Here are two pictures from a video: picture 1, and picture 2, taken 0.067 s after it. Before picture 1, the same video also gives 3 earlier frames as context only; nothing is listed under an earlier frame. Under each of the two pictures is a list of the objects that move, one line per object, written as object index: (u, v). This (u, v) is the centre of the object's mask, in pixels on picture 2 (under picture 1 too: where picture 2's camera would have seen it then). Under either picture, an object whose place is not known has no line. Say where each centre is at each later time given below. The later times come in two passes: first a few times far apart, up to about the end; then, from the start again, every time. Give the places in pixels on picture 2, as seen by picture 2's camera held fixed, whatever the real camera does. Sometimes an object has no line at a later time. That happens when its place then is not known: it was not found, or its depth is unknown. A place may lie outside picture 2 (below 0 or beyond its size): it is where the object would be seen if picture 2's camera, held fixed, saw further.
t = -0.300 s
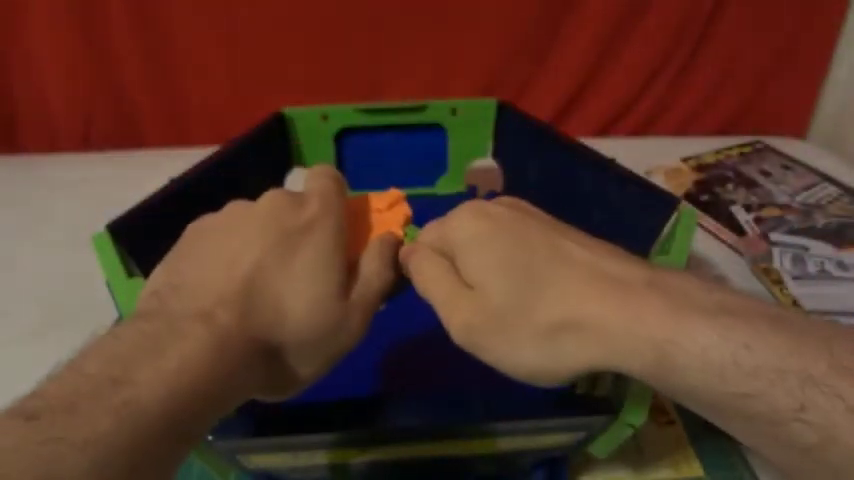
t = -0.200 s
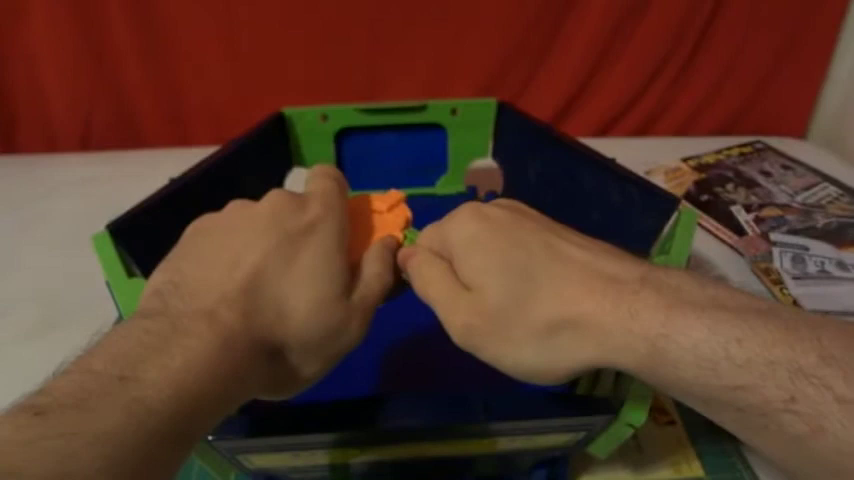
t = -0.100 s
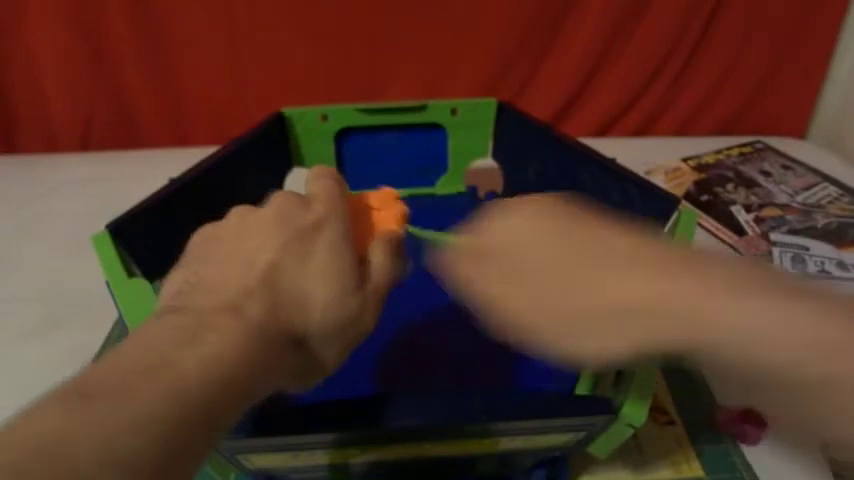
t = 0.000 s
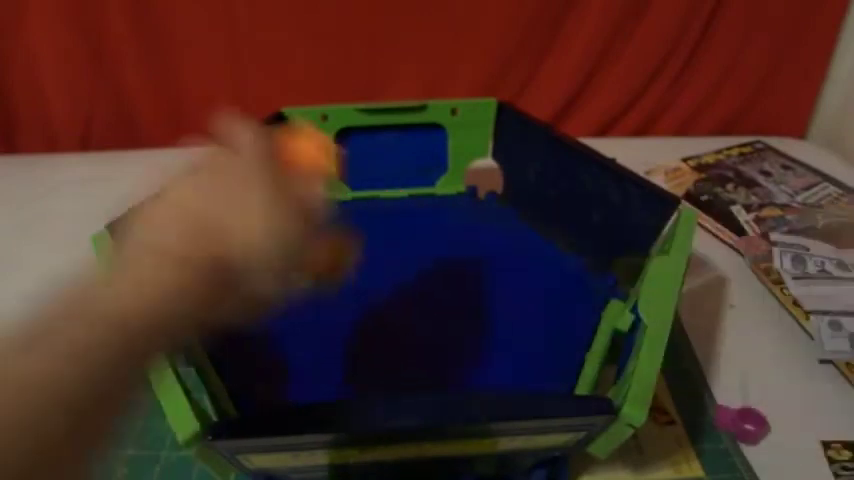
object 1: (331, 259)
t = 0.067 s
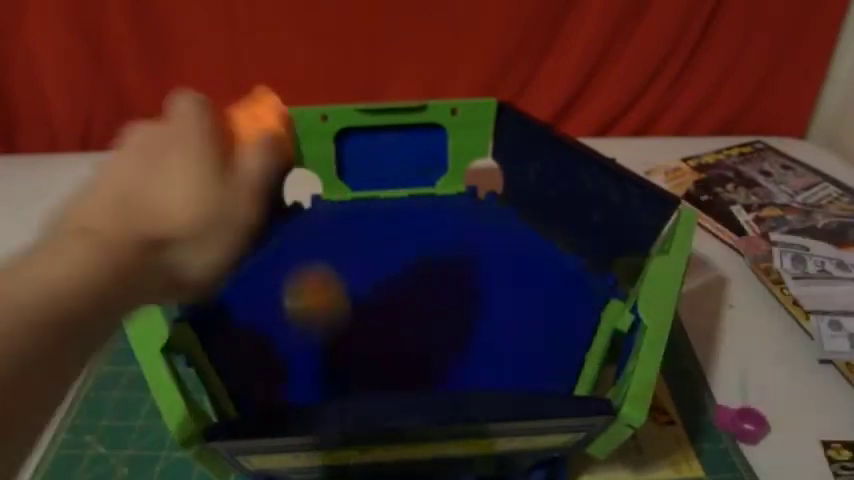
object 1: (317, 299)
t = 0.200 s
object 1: (298, 244)
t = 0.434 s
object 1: (316, 230)
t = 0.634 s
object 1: (351, 240)
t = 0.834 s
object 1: (366, 253)
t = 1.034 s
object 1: (369, 260)
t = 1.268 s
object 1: (373, 265)
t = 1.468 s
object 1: (380, 271)
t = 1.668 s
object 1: (385, 279)
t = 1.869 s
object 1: (386, 287)
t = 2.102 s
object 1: (382, 295)
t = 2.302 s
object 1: (378, 299)
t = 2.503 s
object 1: (374, 300)
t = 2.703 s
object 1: (372, 301)
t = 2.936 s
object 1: (371, 299)
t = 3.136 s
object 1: (375, 296)
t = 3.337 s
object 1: (383, 294)
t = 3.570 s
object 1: (392, 296)
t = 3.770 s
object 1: (398, 299)
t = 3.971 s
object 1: (400, 304)
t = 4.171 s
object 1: (399, 309)
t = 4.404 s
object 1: (396, 312)
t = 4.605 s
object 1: (390, 312)
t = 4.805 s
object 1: (386, 309)
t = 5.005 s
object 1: (387, 306)
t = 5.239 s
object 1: (393, 302)
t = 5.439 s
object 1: (399, 301)
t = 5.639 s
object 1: (404, 302)
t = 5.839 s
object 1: (407, 305)
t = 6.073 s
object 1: (407, 308)
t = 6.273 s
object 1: (405, 310)
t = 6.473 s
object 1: (401, 310)
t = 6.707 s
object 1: (397, 308)
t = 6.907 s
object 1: (394, 305)
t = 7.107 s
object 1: (397, 302)
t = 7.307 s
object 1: (399, 300)
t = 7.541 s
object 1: (404, 300)
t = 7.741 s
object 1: (407, 302)
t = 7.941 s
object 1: (408, 304)
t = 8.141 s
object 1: (407, 307)
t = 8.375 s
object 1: (402, 309)
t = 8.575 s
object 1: (398, 308)
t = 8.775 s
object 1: (396, 307)
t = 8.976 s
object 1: (396, 304)
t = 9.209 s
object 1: (397, 302)
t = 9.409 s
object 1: (400, 301)
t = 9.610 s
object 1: (404, 301)
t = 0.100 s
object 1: (308, 268)
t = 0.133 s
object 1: (302, 248)
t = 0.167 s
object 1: (299, 241)
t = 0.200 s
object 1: (298, 244)
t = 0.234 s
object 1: (299, 255)
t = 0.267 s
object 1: (299, 244)
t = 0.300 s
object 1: (301, 235)
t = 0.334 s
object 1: (304, 236)
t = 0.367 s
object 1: (307, 235)
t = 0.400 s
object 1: (311, 230)
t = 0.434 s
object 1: (316, 230)
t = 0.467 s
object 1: (322, 230)
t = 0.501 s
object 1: (330, 231)
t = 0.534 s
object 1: (336, 233)
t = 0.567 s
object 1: (342, 234)
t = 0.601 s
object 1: (347, 237)
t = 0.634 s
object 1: (351, 240)
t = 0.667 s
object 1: (355, 243)
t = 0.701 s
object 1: (359, 245)
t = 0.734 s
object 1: (362, 248)
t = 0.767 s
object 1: (364, 250)
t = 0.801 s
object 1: (365, 251)
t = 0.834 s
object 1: (366, 253)
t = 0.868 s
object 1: (367, 254)
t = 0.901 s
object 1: (368, 256)
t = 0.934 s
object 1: (368, 257)
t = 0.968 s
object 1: (368, 258)
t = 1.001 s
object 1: (368, 259)
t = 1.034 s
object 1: (369, 260)
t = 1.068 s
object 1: (369, 261)
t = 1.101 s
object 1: (369, 262)
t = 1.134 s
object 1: (370, 262)
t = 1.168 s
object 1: (371, 263)
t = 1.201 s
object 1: (371, 264)
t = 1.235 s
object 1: (372, 264)
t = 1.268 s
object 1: (373, 265)
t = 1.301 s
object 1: (374, 266)
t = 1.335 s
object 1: (375, 266)
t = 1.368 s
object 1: (376, 267)
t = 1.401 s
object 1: (378, 269)
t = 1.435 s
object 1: (379, 270)
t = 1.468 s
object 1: (380, 271)
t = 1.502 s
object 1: (381, 272)
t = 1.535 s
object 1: (382, 273)
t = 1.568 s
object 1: (383, 274)
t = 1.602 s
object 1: (384, 276)
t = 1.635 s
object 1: (384, 277)
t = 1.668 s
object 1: (385, 279)
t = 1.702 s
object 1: (385, 280)
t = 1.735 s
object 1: (386, 282)
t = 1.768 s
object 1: (386, 283)
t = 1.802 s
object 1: (386, 285)
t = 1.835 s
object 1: (386, 286)
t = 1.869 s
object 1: (386, 287)
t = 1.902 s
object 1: (385, 288)
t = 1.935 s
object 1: (385, 290)
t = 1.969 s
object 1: (385, 291)
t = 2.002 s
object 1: (384, 292)
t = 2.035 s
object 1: (384, 293)
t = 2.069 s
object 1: (383, 294)
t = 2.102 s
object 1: (382, 295)
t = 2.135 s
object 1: (382, 296)
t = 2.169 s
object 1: (380, 297)
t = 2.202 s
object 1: (380, 297)
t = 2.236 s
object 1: (379, 298)
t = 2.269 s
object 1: (379, 298)
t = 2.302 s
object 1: (378, 299)
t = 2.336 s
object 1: (377, 299)
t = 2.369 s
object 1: (376, 299)
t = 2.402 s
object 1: (376, 300)
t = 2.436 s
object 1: (375, 300)
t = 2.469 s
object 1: (375, 300)
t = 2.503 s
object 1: (374, 300)
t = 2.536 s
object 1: (373, 301)
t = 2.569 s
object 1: (373, 301)
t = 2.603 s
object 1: (373, 301)
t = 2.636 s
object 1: (373, 301)
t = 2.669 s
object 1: (372, 301)
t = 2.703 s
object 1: (372, 301)
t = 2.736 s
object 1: (371, 301)
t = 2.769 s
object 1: (371, 301)
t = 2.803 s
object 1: (371, 300)
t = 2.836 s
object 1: (371, 300)
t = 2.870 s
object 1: (371, 300)
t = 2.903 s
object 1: (371, 299)
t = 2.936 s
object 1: (371, 299)
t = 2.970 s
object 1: (371, 298)
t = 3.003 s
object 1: (372, 298)
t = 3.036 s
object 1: (372, 297)
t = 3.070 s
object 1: (373, 297)
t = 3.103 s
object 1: (374, 296)
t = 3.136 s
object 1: (375, 296)
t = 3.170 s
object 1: (376, 295)
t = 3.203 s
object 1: (377, 295)
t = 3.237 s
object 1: (379, 294)
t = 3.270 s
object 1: (380, 294)
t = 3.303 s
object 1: (381, 294)
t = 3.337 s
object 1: (383, 294)
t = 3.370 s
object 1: (384, 294)
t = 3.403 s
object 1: (385, 294)
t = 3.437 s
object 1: (387, 294)
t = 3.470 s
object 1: (388, 294)
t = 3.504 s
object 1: (389, 295)
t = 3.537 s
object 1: (391, 295)
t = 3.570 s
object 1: (392, 296)
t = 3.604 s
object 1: (393, 296)
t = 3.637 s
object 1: (395, 297)
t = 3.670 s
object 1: (395, 298)
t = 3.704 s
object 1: (397, 298)
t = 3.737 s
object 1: (397, 299)
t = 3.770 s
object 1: (398, 299)
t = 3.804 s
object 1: (399, 300)
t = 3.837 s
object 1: (399, 301)
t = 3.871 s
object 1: (400, 302)
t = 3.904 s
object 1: (400, 303)
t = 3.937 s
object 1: (400, 304)
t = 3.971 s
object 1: (400, 304)
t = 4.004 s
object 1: (400, 305)
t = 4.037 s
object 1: (400, 306)
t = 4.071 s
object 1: (400, 307)
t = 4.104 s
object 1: (400, 307)
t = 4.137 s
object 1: (400, 308)
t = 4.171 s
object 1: (399, 309)
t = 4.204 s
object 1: (399, 309)
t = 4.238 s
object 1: (399, 310)
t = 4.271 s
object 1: (398, 310)
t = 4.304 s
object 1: (398, 311)
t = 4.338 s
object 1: (397, 311)
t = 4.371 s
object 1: (396, 312)
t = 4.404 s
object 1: (396, 312)
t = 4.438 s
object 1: (395, 312)
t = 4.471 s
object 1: (394, 312)
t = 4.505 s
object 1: (393, 312)
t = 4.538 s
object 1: (392, 313)
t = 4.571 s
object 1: (391, 312)
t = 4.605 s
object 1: (390, 312)
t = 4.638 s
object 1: (389, 312)
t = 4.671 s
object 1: (388, 312)
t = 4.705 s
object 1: (388, 311)
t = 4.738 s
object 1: (387, 311)
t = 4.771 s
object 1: (387, 310)
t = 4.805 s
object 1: (386, 309)
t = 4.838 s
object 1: (386, 309)
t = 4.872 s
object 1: (386, 308)
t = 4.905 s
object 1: (387, 307)
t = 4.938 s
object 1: (387, 307)
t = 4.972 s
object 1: (387, 306)
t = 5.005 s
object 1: (387, 306)
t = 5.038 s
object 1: (388, 305)
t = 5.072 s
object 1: (389, 304)
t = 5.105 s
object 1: (389, 304)
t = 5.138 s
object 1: (390, 303)
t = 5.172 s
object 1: (391, 303)
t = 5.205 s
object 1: (392, 302)
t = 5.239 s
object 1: (393, 302)
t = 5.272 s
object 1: (394, 302)
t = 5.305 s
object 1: (395, 301)
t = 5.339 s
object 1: (396, 301)
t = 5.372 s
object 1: (397, 301)
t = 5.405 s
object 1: (398, 301)
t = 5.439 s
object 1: (399, 301)
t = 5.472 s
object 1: (400, 301)
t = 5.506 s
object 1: (401, 301)
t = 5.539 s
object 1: (402, 302)
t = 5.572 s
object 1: (403, 302)
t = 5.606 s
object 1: (403, 302)
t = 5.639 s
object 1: (404, 302)
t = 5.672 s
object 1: (405, 303)
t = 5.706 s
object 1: (405, 303)
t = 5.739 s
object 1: (406, 304)
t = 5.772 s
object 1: (406, 304)
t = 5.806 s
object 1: (407, 304)
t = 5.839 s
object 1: (407, 305)
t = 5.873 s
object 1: (407, 306)
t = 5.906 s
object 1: (407, 306)
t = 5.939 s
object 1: (407, 306)
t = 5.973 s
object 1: (407, 307)
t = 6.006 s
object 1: (407, 307)
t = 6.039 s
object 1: (407, 308)
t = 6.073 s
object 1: (407, 308)
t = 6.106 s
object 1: (407, 308)
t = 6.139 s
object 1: (407, 309)
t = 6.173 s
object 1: (406, 309)
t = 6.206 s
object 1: (406, 310)
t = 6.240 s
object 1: (406, 310)
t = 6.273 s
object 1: (405, 310)
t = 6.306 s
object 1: (404, 310)
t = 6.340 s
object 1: (404, 310)
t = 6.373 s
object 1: (403, 310)
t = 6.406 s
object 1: (402, 310)
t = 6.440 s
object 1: (402, 310)
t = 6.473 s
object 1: (401, 310)
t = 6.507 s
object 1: (400, 310)
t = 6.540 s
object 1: (400, 310)
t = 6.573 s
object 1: (399, 310)
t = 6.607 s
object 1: (398, 309)
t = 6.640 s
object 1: (398, 309)
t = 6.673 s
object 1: (397, 308)
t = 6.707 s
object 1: (397, 308)
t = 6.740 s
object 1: (396, 308)
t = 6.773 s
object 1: (396, 307)
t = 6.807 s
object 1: (395, 307)
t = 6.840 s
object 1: (394, 306)
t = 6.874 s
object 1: (394, 305)
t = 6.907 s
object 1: (394, 305)
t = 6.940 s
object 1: (395, 304)
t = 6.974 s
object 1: (395, 303)
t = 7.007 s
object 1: (395, 303)
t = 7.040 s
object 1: (396, 303)
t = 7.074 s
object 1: (397, 302)
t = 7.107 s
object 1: (397, 302)
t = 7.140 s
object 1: (397, 301)
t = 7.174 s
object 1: (398, 301)
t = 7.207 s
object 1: (398, 301)
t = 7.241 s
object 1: (398, 301)
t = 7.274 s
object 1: (399, 300)
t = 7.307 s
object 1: (399, 300)
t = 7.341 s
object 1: (400, 300)
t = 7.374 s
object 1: (401, 300)
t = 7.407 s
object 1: (401, 300)
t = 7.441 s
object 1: (402, 300)
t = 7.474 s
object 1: (403, 300)
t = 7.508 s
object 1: (403, 300)
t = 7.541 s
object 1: (404, 300)
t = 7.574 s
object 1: (404, 300)
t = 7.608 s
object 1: (405, 300)
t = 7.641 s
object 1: (406, 301)
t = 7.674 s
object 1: (406, 301)
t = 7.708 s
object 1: (406, 301)
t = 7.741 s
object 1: (407, 302)
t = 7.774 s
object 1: (407, 302)
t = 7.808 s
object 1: (408, 302)
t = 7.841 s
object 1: (408, 303)
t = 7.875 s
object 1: (408, 303)
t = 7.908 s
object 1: (408, 303)
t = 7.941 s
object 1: (408, 304)
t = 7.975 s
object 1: (408, 304)
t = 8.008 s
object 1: (408, 305)
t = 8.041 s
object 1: (408, 306)
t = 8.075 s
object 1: (408, 306)
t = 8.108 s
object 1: (407, 307)
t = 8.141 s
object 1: (407, 307)
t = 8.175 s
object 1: (406, 308)
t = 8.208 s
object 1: (406, 308)
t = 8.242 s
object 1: (405, 308)
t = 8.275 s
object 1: (405, 308)
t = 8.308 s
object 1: (404, 309)
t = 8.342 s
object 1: (403, 309)
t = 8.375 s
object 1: (402, 309)
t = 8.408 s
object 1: (402, 309)
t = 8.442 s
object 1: (401, 309)
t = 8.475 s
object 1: (400, 309)
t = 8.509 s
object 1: (399, 309)
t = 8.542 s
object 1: (399, 308)
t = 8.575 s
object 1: (398, 308)
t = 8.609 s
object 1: (398, 308)
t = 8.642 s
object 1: (397, 308)
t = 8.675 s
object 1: (397, 307)
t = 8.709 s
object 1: (397, 307)
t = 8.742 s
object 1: (397, 307)
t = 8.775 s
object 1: (396, 307)
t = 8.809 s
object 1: (396, 306)
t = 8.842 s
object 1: (396, 306)
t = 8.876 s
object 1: (396, 305)
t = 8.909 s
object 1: (396, 305)
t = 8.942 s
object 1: (396, 305)
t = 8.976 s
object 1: (396, 304)
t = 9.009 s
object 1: (396, 304)
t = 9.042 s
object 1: (396, 304)
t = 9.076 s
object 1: (396, 303)
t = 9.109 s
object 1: (396, 303)
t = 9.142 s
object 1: (396, 302)
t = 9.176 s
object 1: (397, 302)
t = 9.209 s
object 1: (397, 302)
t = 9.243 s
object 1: (398, 302)
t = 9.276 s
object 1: (398, 301)
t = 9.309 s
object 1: (398, 301)
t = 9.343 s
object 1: (399, 301)
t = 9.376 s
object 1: (399, 301)
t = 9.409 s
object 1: (400, 301)
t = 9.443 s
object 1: (401, 301)
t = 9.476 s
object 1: (401, 301)
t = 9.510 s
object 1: (402, 301)
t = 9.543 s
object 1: (403, 301)
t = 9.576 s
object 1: (404, 301)
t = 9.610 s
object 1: (404, 301)
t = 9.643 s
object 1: (404, 302)
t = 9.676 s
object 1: (405, 302)
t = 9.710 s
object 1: (405, 302)
